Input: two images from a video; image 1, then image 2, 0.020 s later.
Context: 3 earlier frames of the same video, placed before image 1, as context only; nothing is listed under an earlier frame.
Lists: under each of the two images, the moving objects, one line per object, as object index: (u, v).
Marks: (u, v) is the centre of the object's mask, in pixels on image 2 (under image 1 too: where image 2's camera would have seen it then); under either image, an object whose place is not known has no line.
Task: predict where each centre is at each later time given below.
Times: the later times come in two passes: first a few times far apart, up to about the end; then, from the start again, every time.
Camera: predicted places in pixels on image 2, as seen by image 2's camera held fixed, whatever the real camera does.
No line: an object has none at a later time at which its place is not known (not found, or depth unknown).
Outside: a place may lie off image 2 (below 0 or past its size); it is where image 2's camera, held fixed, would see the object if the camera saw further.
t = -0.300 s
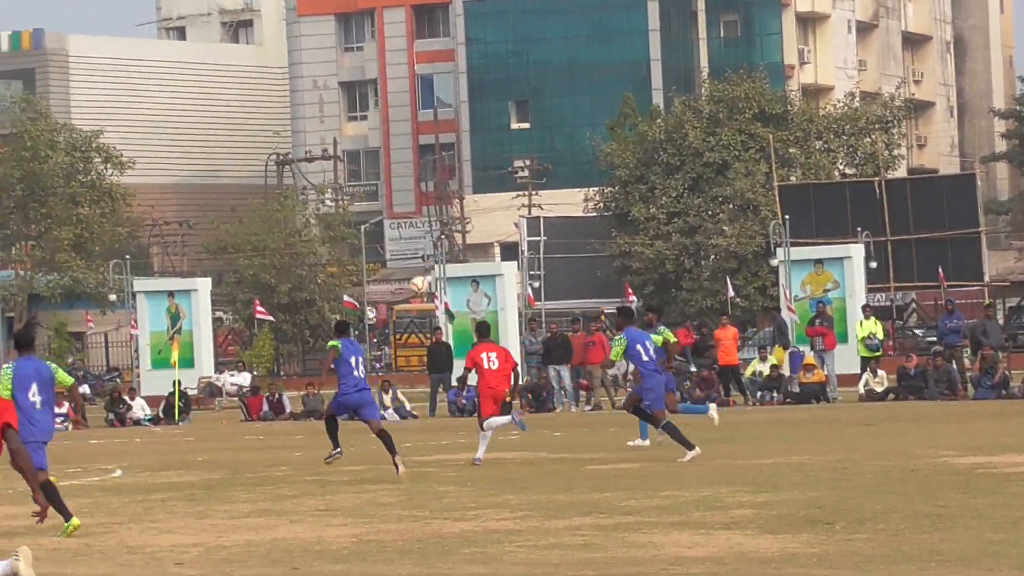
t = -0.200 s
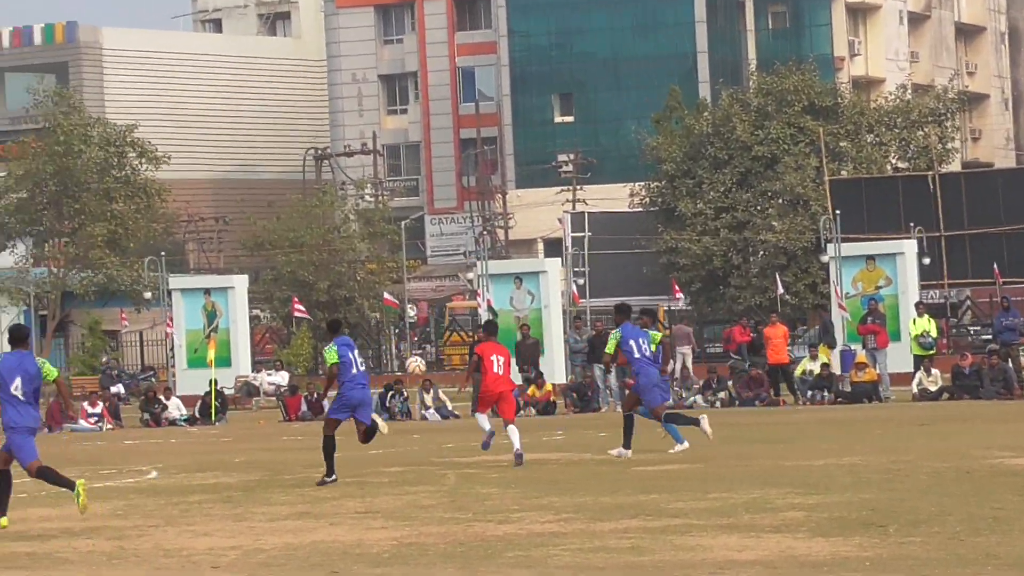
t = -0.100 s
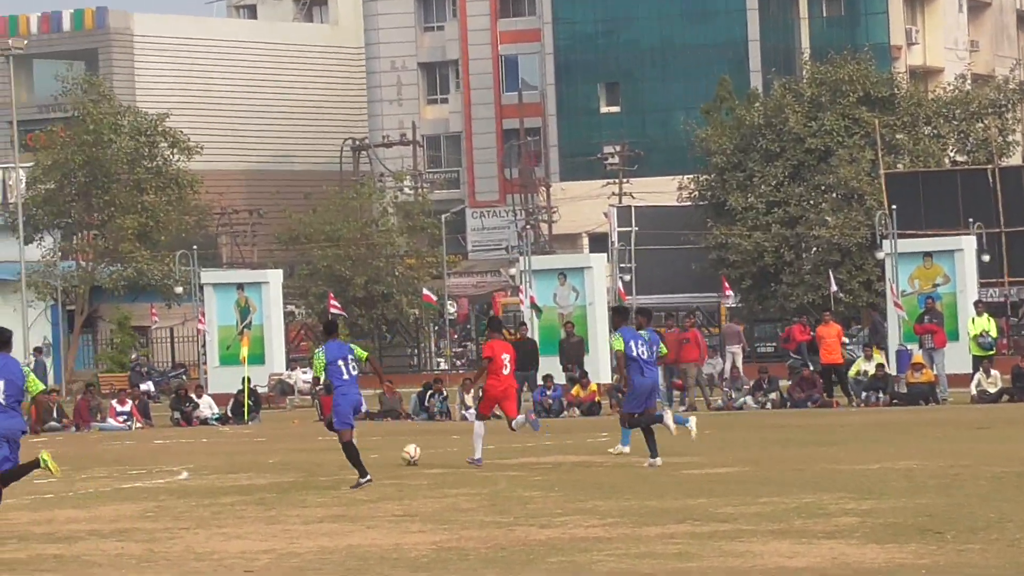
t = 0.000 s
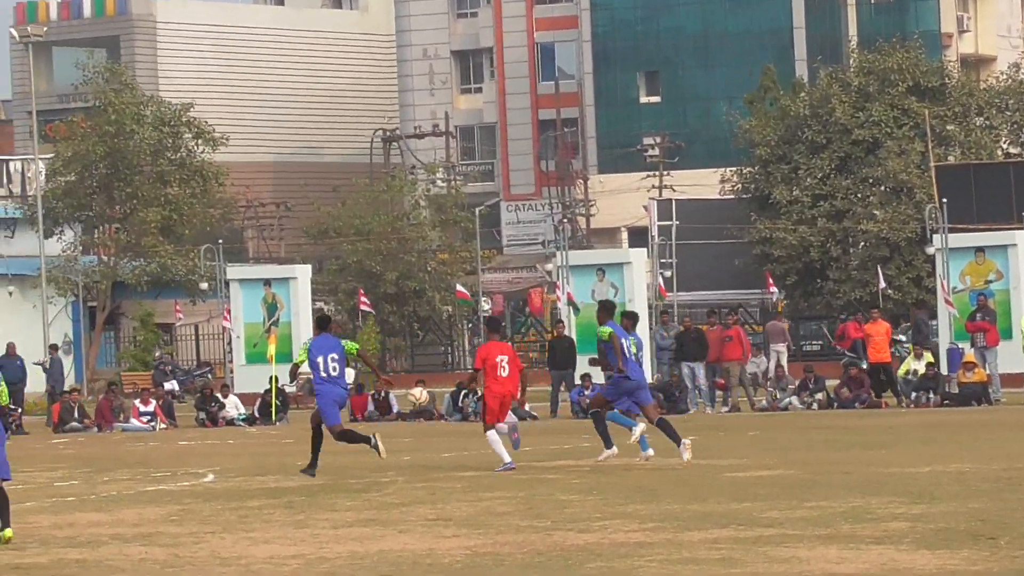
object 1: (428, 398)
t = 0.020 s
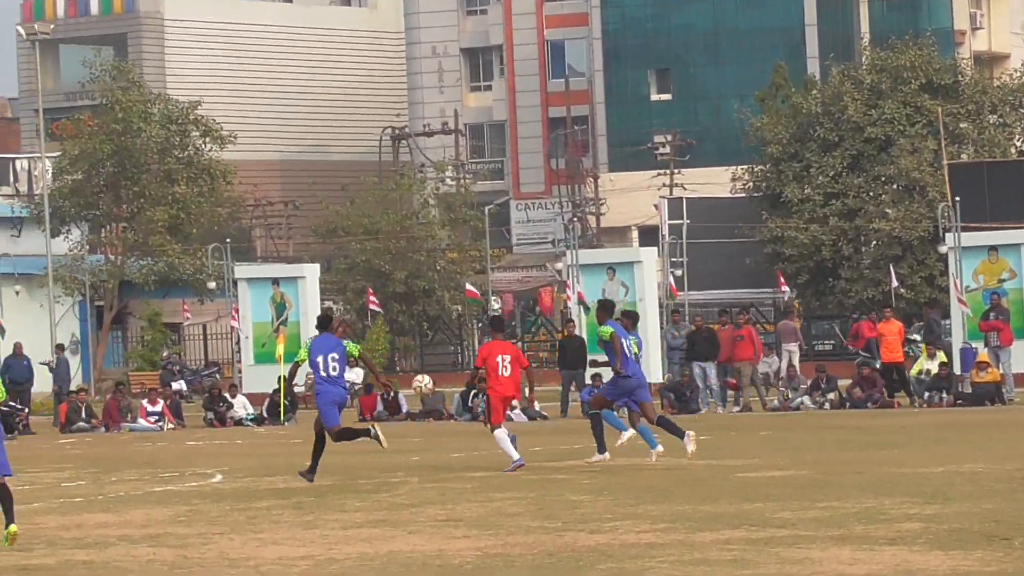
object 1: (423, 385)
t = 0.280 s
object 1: (355, 260)
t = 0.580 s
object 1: (289, 204)
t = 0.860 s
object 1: (232, 220)
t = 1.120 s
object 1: (188, 299)
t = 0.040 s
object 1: (417, 375)
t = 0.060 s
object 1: (411, 362)
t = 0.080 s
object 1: (404, 349)
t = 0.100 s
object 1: (399, 335)
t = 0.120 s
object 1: (393, 325)
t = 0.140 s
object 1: (389, 317)
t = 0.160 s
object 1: (384, 311)
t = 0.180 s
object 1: (379, 301)
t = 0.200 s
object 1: (373, 291)
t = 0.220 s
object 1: (368, 279)
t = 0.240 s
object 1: (364, 272)
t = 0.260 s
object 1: (361, 266)
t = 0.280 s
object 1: (355, 260)
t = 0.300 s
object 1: (352, 250)
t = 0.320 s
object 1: (346, 243)
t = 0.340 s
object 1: (342, 237)
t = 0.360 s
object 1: (337, 234)
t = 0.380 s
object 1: (333, 230)
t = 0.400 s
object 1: (328, 228)
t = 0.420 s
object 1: (324, 225)
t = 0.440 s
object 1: (319, 221)
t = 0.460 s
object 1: (314, 216)
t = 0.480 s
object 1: (309, 214)
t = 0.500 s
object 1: (305, 212)
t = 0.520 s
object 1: (300, 212)
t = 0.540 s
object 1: (297, 209)
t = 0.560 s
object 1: (292, 207)
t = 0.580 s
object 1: (289, 204)
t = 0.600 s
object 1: (284, 204)
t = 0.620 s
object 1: (281, 204)
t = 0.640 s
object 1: (275, 205)
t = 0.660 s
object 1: (272, 203)
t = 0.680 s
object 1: (267, 203)
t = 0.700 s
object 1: (263, 205)
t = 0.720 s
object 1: (259, 207)
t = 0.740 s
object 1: (255, 208)
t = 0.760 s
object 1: (251, 212)
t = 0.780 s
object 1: (246, 211)
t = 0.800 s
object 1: (242, 209)
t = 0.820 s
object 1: (239, 208)
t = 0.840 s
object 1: (235, 214)
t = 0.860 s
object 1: (232, 220)
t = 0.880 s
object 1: (229, 227)
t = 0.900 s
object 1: (225, 230)
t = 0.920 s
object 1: (221, 235)
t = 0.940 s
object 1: (219, 240)
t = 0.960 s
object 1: (213, 245)
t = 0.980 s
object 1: (212, 254)
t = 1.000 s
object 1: (207, 259)
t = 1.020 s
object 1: (204, 265)
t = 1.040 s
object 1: (200, 271)
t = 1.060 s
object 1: (196, 273)
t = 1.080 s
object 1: (193, 281)
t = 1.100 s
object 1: (191, 289)
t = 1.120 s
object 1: (188, 299)
